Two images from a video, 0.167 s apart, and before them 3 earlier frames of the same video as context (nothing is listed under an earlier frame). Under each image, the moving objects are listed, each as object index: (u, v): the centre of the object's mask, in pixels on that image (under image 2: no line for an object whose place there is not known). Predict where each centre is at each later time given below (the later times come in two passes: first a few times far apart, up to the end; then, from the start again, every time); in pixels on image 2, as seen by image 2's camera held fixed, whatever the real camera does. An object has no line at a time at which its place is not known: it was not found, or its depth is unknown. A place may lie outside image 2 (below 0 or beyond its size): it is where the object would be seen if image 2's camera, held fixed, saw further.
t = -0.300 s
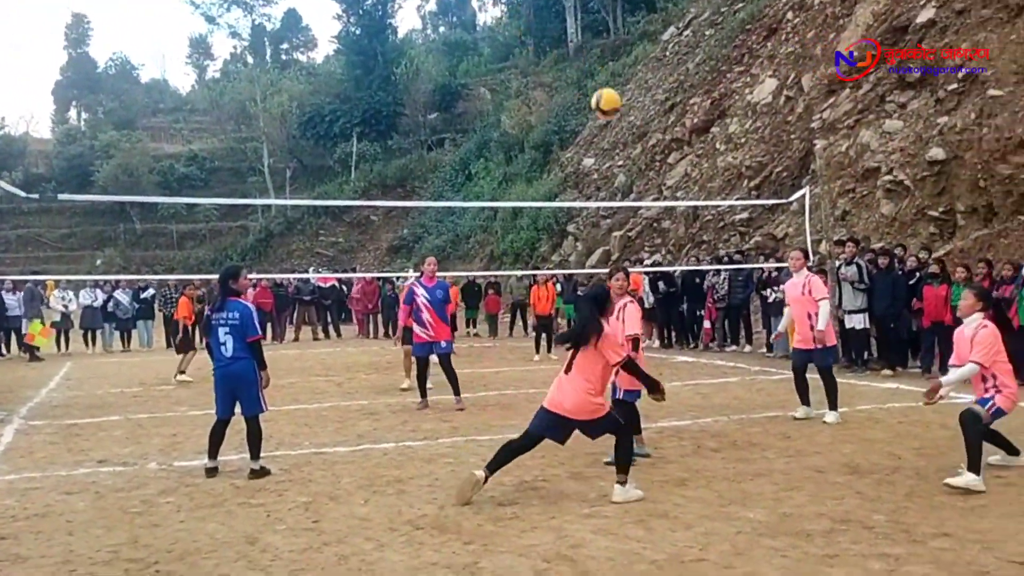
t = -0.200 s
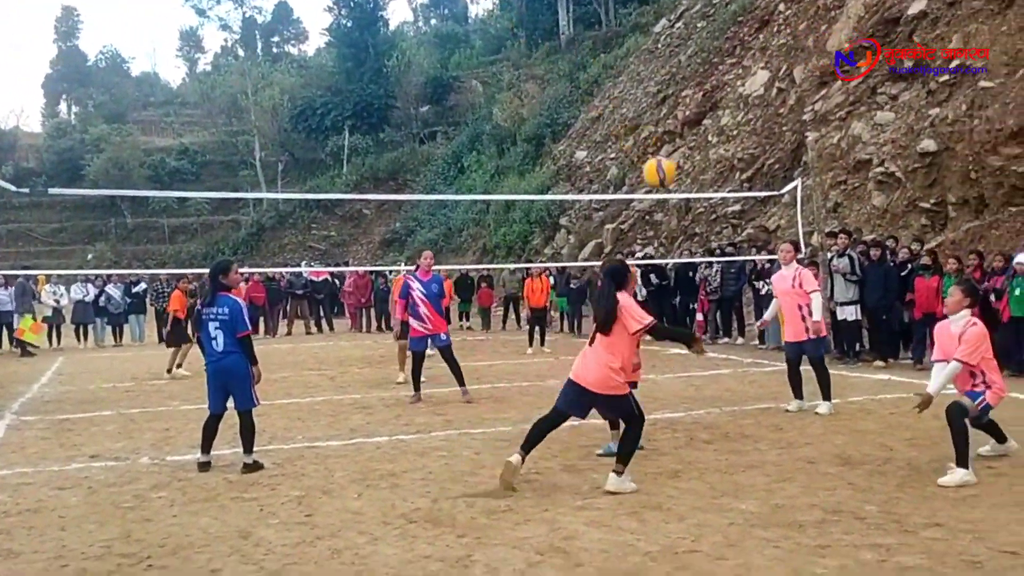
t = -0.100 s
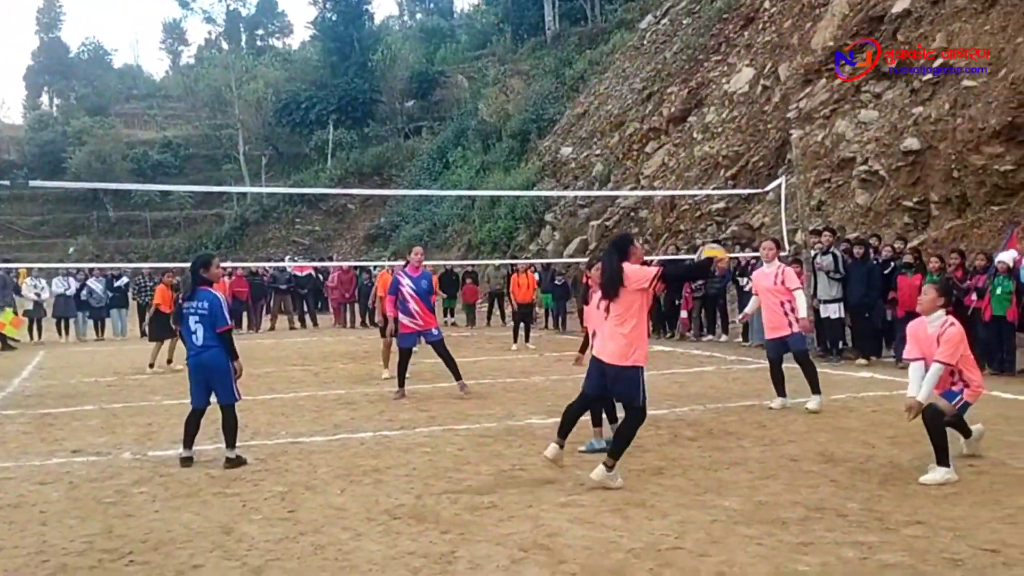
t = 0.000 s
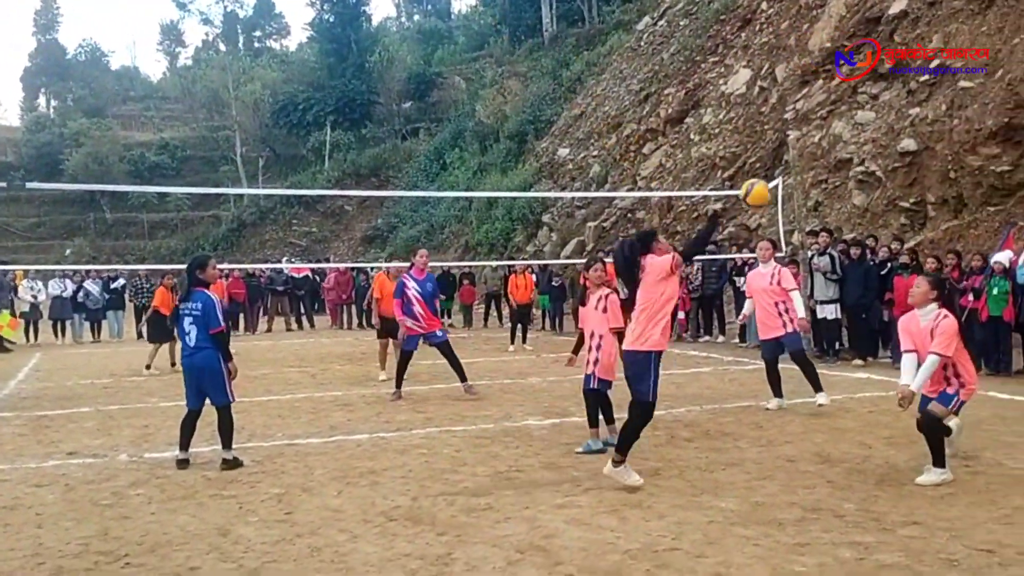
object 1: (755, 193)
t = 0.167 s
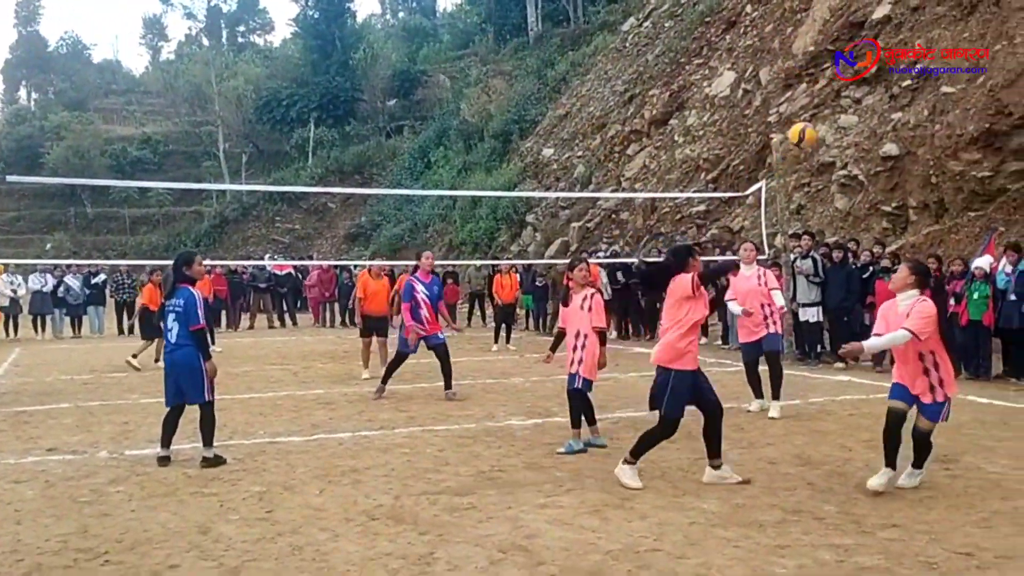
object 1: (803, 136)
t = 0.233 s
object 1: (824, 125)
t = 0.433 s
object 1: (880, 127)
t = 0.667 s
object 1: (932, 178)
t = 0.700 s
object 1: (939, 188)
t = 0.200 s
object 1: (814, 128)
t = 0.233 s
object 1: (824, 125)
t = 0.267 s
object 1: (834, 121)
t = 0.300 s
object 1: (844, 120)
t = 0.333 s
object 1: (853, 121)
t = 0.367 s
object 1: (864, 121)
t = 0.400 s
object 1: (870, 124)
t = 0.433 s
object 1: (880, 127)
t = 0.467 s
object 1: (887, 130)
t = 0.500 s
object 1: (895, 138)
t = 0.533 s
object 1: (904, 144)
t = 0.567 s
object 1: (911, 151)
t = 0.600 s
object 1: (918, 160)
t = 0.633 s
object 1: (925, 168)
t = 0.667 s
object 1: (932, 178)
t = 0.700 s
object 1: (939, 188)
